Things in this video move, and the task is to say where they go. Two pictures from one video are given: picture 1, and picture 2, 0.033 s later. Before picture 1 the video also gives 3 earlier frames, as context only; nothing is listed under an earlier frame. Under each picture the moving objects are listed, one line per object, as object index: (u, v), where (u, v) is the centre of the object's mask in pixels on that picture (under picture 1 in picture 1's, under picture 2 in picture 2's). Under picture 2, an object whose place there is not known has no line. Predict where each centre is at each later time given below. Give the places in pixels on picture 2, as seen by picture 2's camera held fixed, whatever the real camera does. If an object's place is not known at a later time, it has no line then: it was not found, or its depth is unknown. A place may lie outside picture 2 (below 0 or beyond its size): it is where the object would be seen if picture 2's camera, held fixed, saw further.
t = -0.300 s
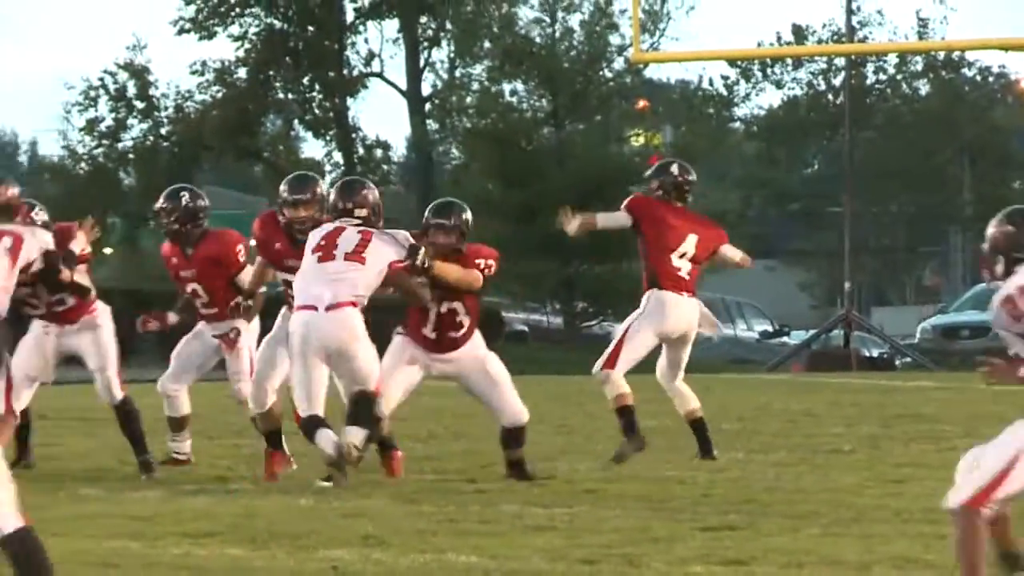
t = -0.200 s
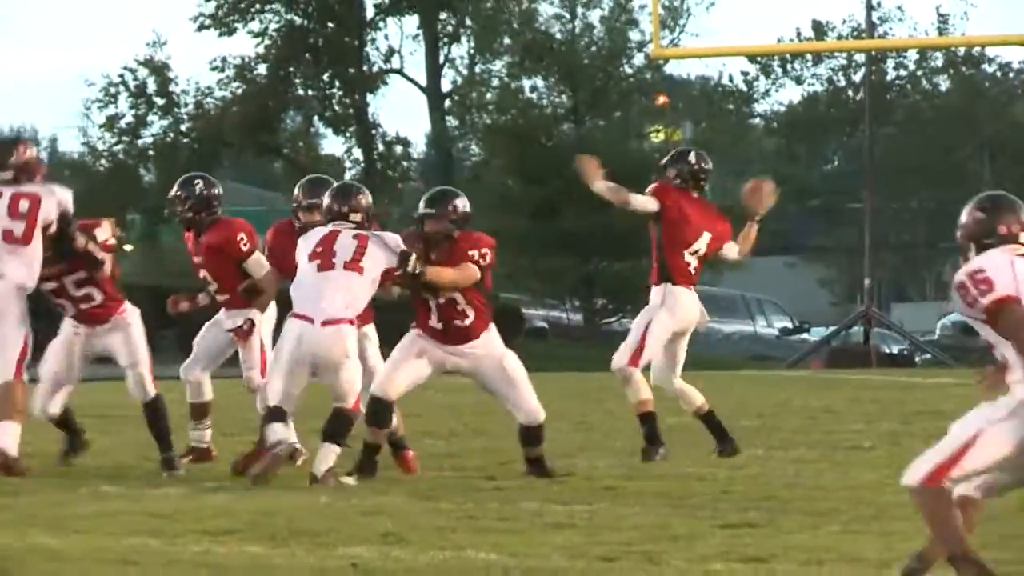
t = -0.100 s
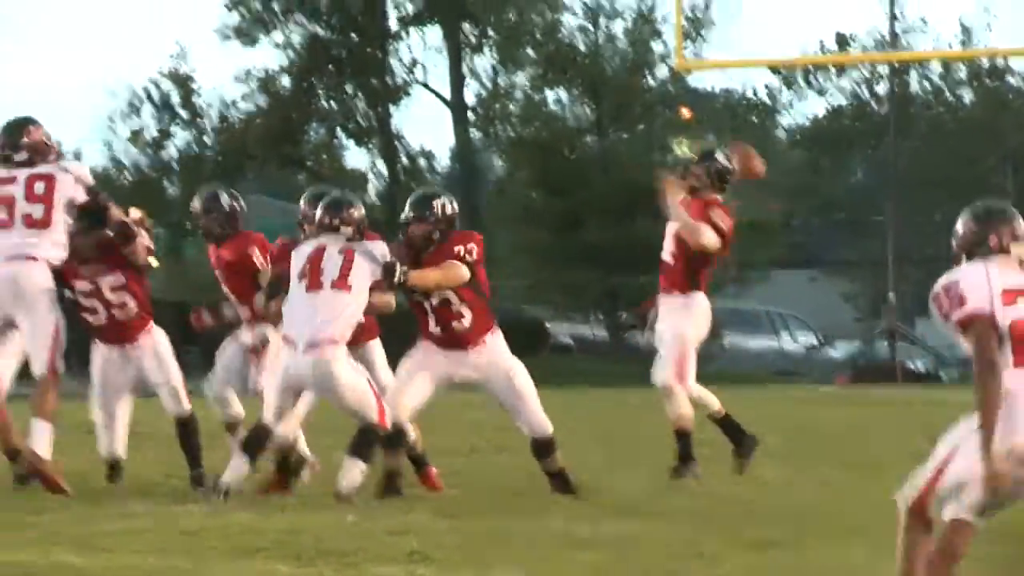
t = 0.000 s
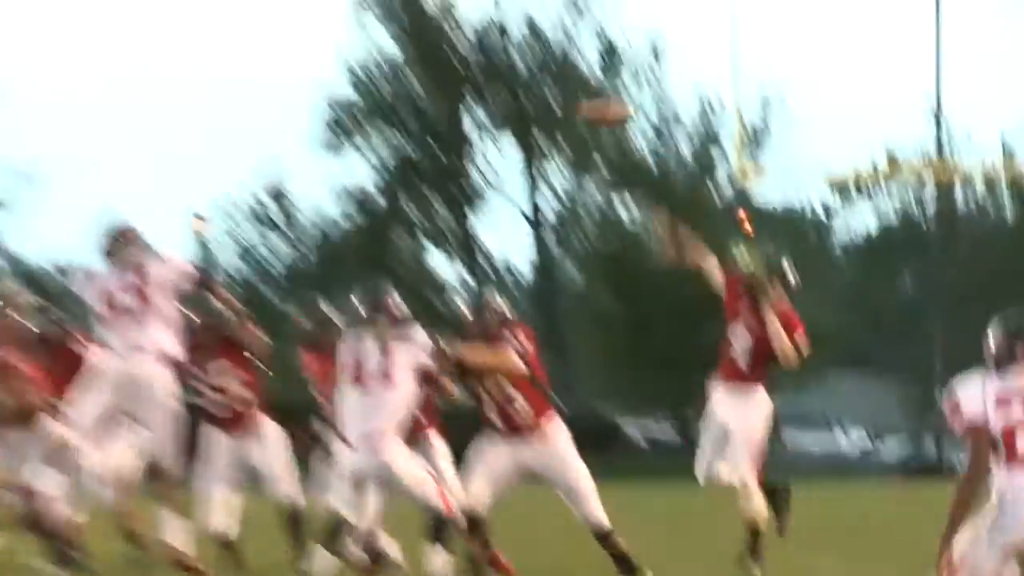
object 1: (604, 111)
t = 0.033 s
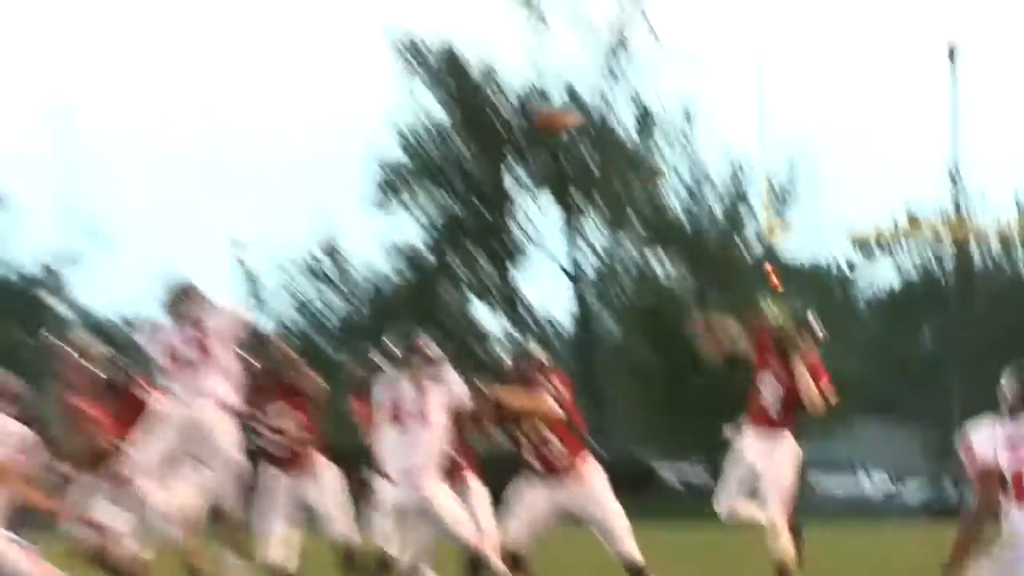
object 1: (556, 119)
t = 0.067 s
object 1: (469, 76)
